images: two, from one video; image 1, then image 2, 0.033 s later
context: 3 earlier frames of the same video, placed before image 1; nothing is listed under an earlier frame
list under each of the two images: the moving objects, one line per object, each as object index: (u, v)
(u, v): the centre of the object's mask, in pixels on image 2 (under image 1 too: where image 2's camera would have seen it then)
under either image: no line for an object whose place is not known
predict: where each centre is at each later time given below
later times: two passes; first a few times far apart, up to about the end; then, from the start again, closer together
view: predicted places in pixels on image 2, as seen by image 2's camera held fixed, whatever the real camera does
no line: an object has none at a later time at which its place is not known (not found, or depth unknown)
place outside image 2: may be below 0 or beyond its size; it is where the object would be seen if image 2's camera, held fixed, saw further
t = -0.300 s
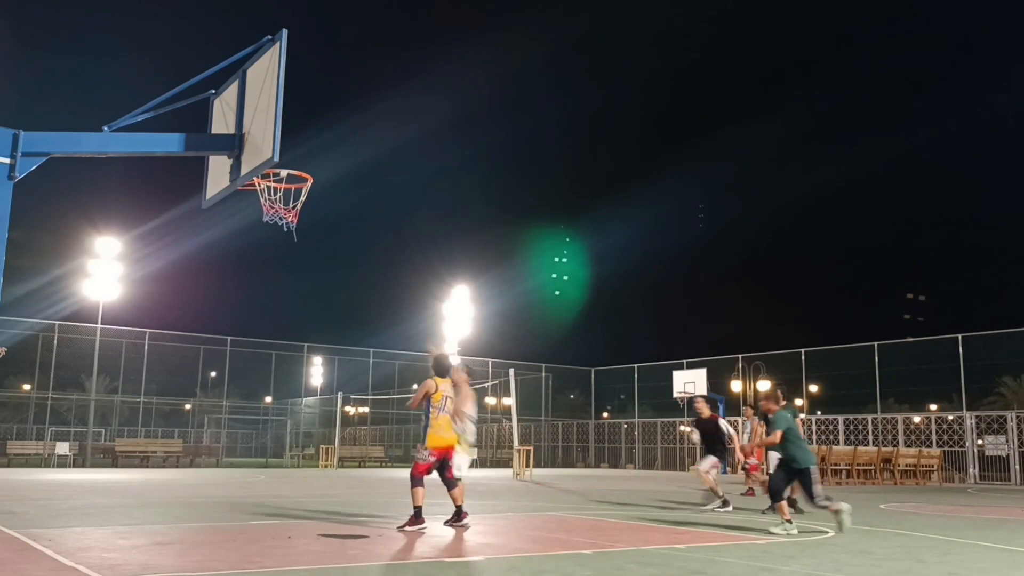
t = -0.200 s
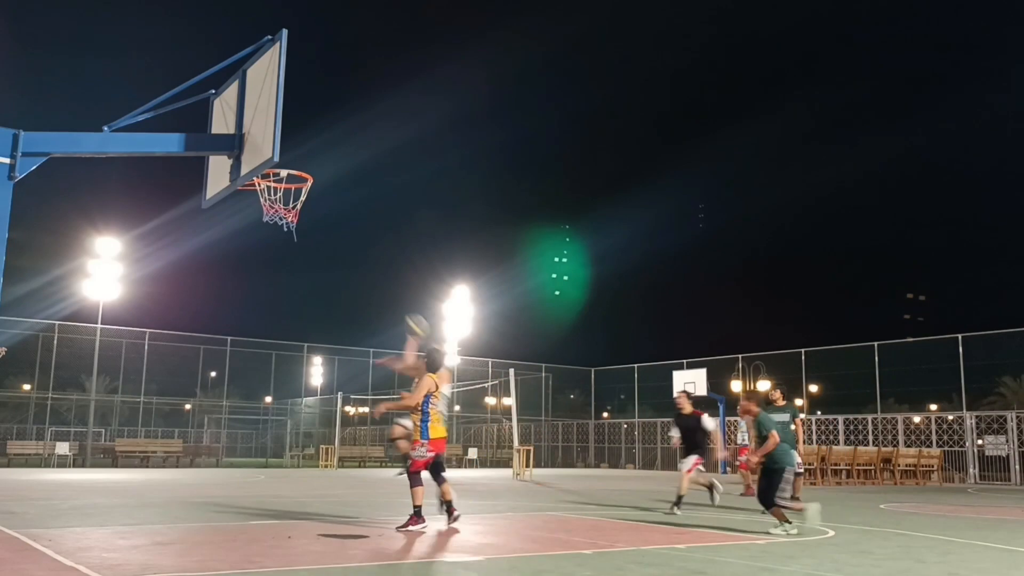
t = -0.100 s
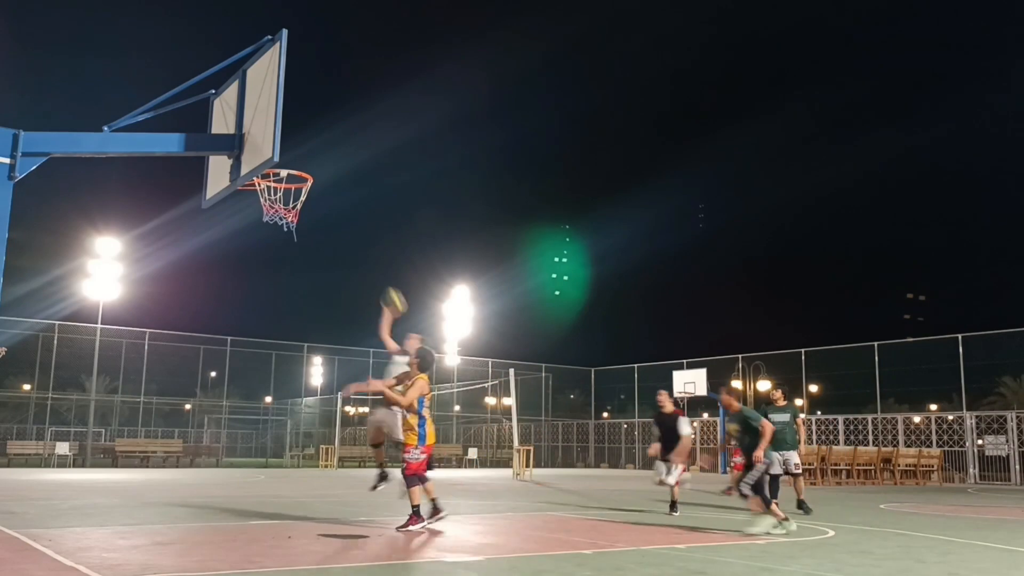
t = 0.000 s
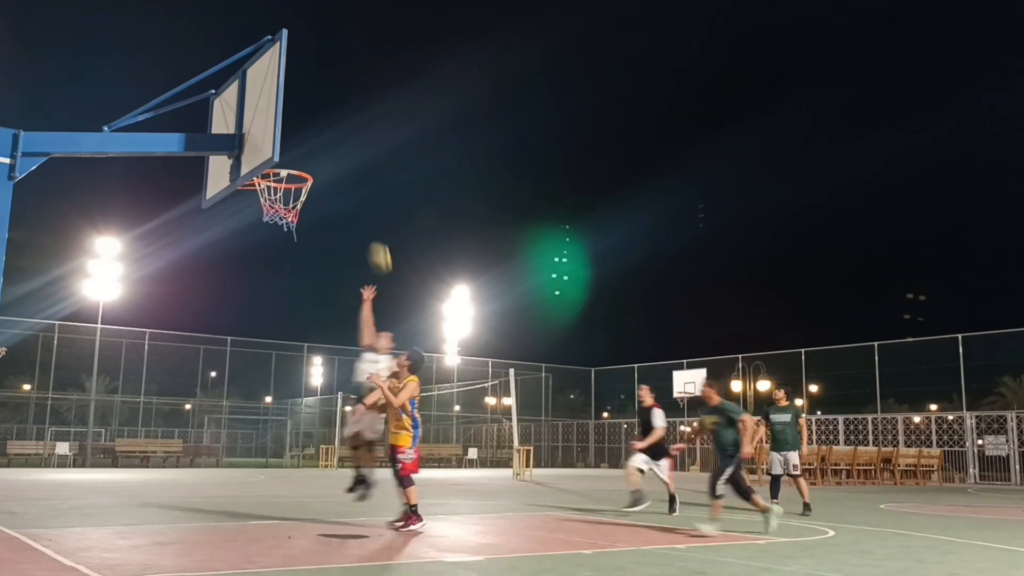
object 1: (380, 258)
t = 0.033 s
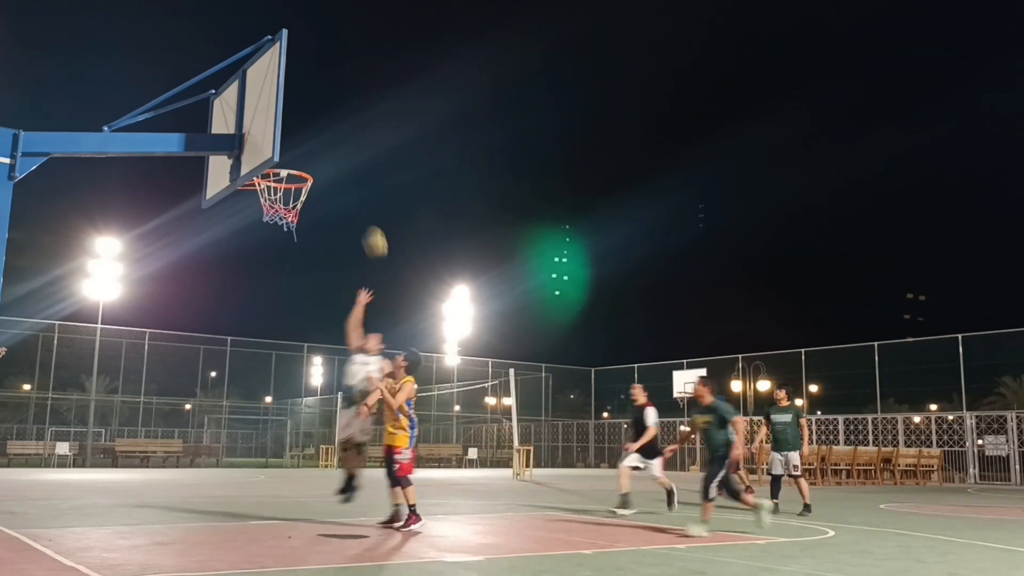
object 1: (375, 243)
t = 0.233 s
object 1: (345, 171)
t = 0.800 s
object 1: (282, 164)
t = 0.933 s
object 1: (304, 218)
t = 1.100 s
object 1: (312, 241)
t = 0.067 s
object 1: (370, 229)
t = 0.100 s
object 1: (365, 216)
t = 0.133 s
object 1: (360, 203)
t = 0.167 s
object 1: (355, 192)
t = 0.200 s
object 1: (350, 182)
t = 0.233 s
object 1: (345, 171)
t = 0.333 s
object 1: (328, 148)
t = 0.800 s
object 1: (282, 164)
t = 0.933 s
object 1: (304, 218)
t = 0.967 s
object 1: (307, 220)
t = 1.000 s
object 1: (308, 223)
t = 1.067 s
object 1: (310, 233)
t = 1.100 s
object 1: (312, 241)
